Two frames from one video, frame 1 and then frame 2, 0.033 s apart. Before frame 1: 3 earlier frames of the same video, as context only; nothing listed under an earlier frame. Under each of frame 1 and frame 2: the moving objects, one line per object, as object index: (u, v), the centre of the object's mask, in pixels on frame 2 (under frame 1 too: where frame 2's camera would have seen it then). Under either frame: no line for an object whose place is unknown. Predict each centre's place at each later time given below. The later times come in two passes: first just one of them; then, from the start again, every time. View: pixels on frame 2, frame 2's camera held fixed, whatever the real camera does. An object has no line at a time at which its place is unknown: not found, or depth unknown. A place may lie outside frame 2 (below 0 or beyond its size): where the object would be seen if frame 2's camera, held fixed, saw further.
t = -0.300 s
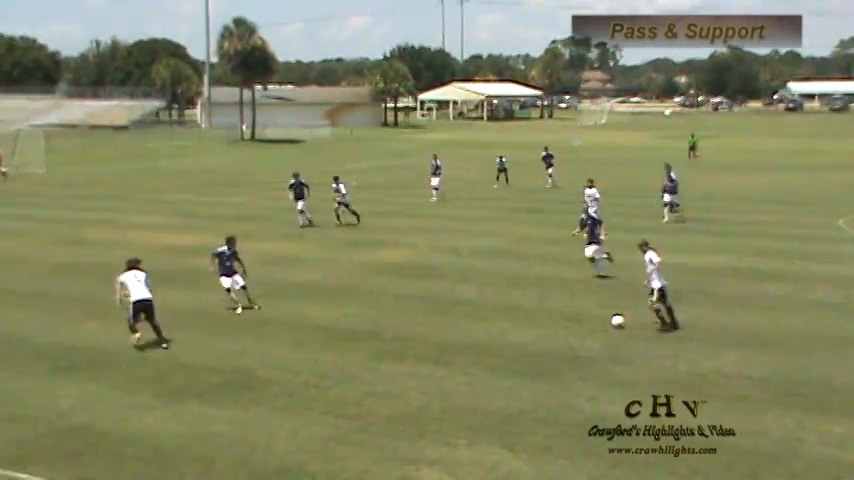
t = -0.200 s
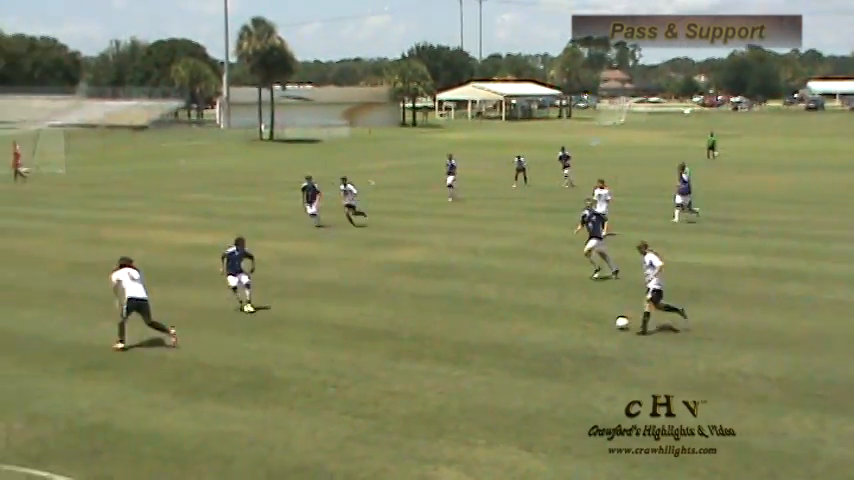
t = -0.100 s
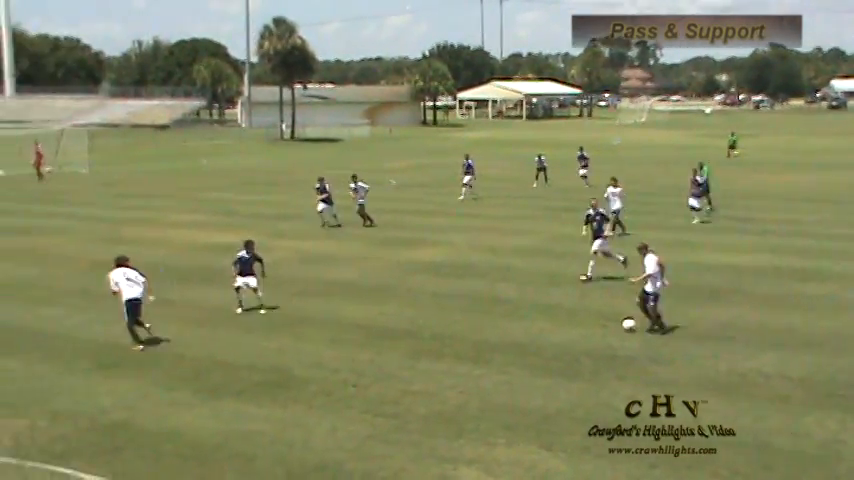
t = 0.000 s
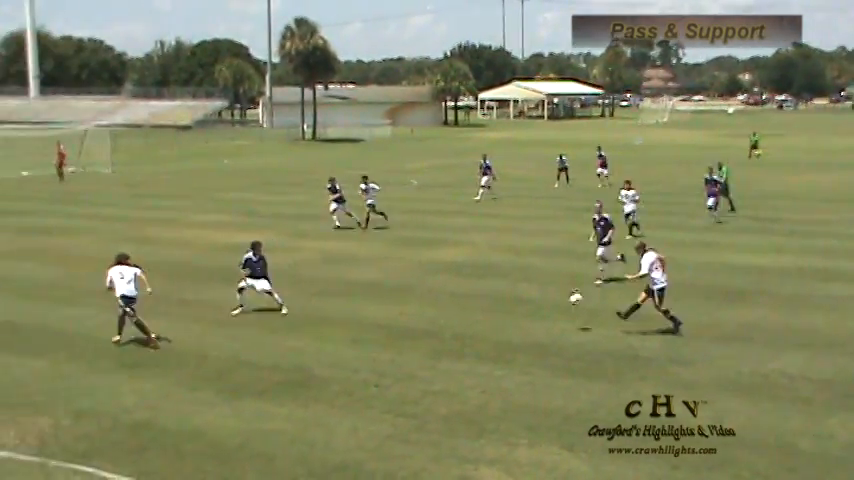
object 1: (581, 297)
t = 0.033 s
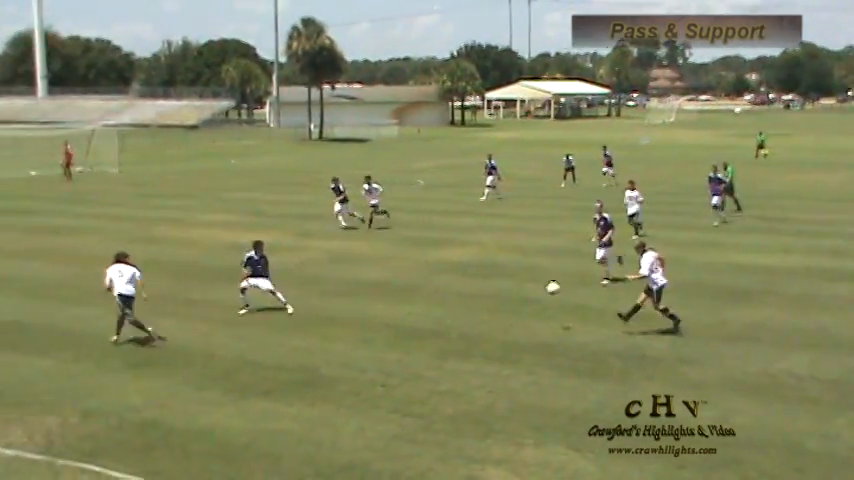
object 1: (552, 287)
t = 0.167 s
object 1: (440, 251)
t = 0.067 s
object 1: (523, 277)
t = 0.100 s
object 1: (495, 268)
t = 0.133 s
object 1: (468, 260)
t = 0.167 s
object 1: (440, 251)
